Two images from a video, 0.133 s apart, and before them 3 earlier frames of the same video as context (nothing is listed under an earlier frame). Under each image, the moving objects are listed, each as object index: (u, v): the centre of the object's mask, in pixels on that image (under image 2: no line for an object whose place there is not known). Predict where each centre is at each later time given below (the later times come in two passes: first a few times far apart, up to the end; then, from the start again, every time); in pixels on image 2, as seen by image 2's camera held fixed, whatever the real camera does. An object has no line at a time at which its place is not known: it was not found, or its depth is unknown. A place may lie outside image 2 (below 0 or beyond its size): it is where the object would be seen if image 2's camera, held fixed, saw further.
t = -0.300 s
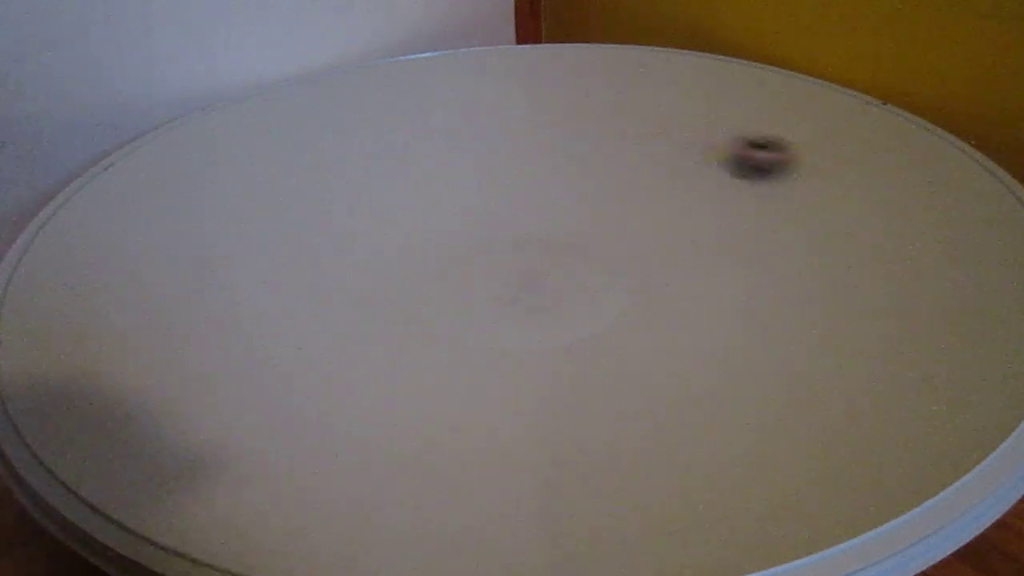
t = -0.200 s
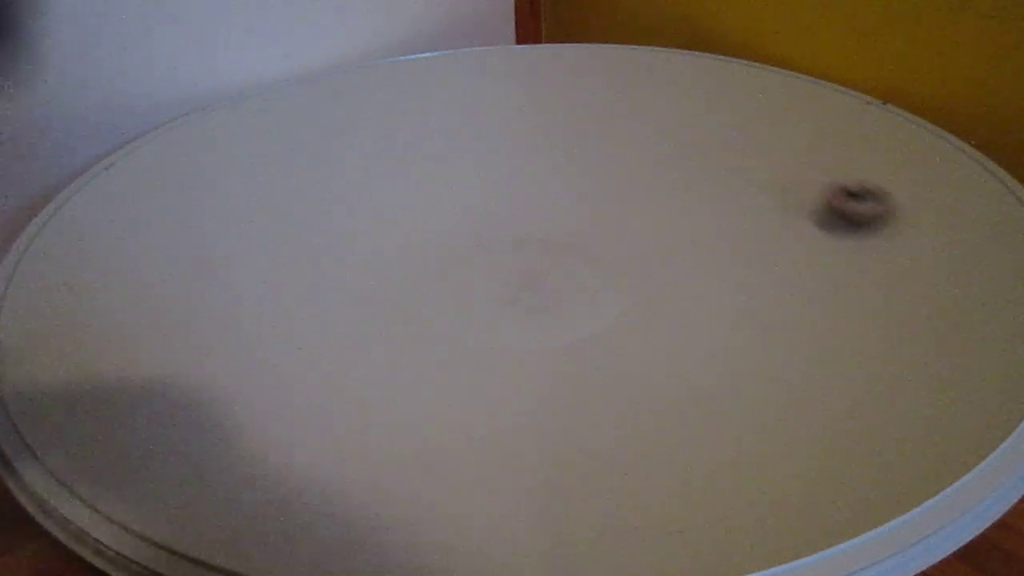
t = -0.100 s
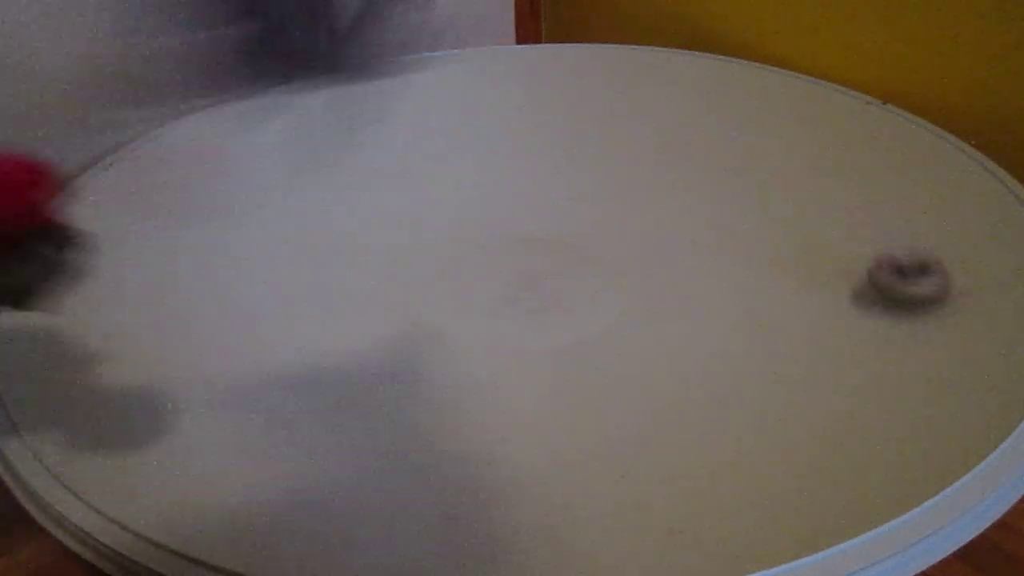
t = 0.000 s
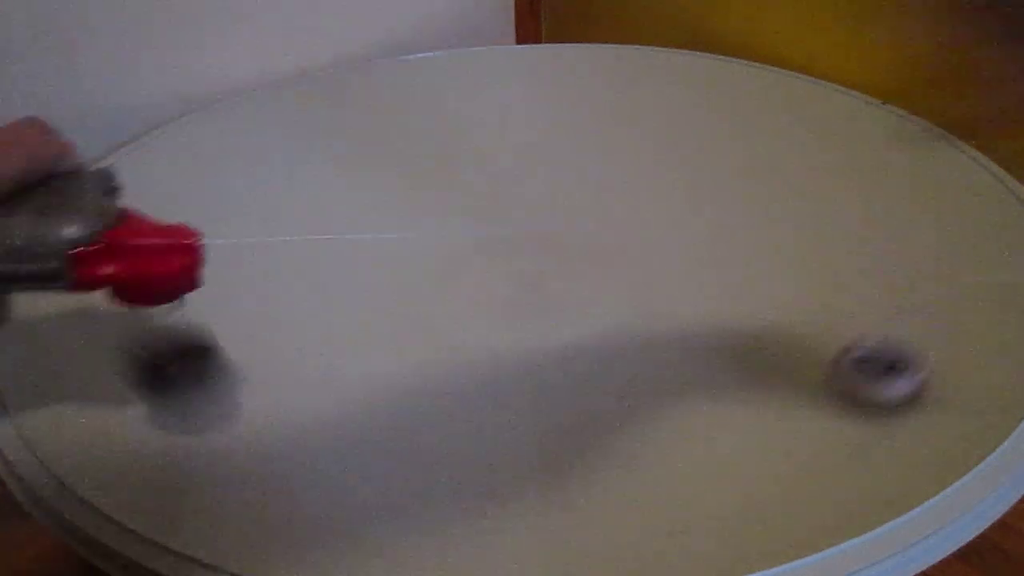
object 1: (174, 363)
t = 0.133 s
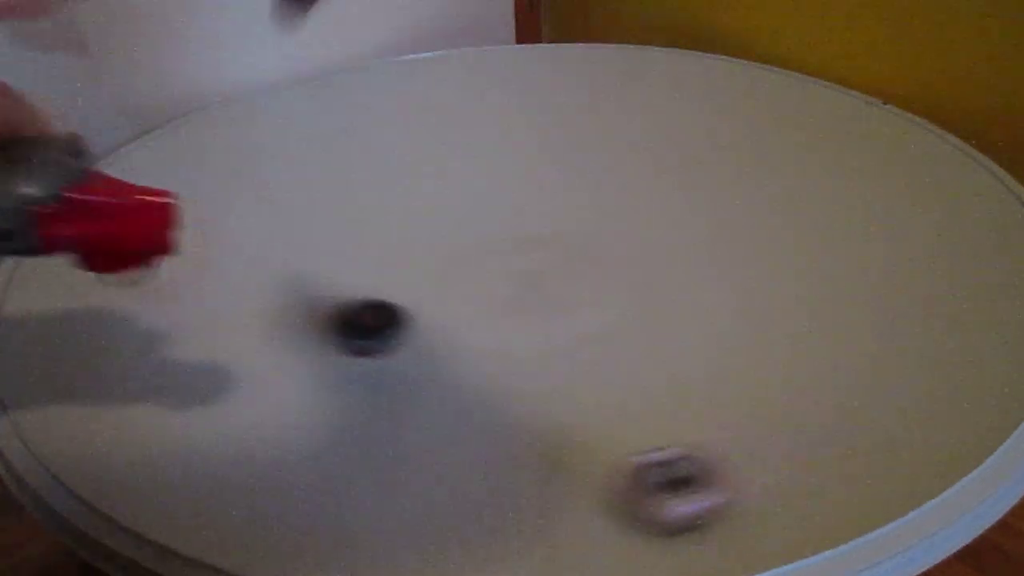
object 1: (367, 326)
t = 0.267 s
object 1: (528, 284)
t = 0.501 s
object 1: (650, 199)
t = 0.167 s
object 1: (413, 325)
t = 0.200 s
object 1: (453, 297)
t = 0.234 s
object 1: (491, 283)
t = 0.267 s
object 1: (528, 284)
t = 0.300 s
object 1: (556, 269)
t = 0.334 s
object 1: (581, 254)
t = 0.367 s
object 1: (605, 249)
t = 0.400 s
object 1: (623, 236)
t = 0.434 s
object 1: (639, 227)
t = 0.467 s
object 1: (648, 214)
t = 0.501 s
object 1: (650, 199)
